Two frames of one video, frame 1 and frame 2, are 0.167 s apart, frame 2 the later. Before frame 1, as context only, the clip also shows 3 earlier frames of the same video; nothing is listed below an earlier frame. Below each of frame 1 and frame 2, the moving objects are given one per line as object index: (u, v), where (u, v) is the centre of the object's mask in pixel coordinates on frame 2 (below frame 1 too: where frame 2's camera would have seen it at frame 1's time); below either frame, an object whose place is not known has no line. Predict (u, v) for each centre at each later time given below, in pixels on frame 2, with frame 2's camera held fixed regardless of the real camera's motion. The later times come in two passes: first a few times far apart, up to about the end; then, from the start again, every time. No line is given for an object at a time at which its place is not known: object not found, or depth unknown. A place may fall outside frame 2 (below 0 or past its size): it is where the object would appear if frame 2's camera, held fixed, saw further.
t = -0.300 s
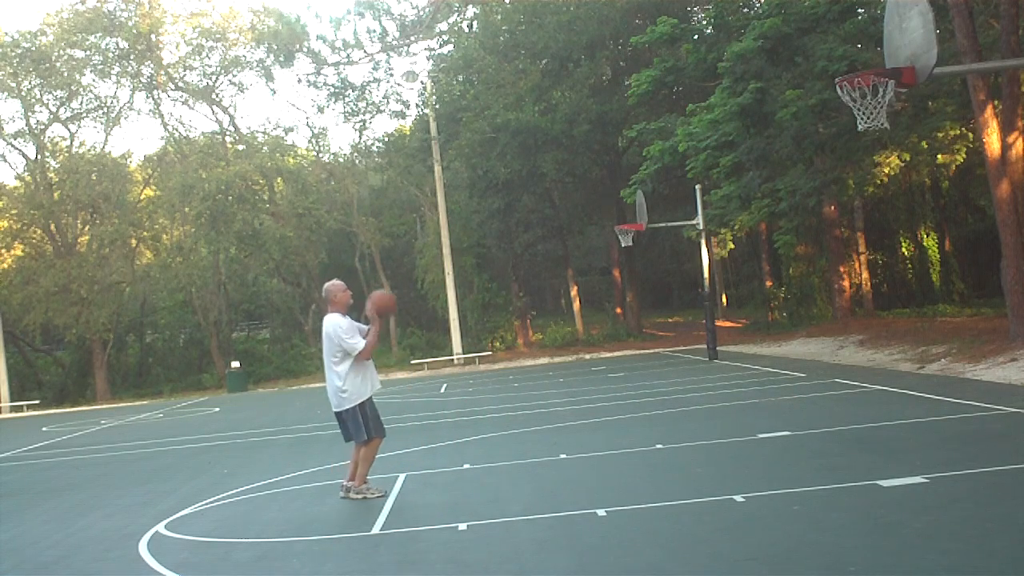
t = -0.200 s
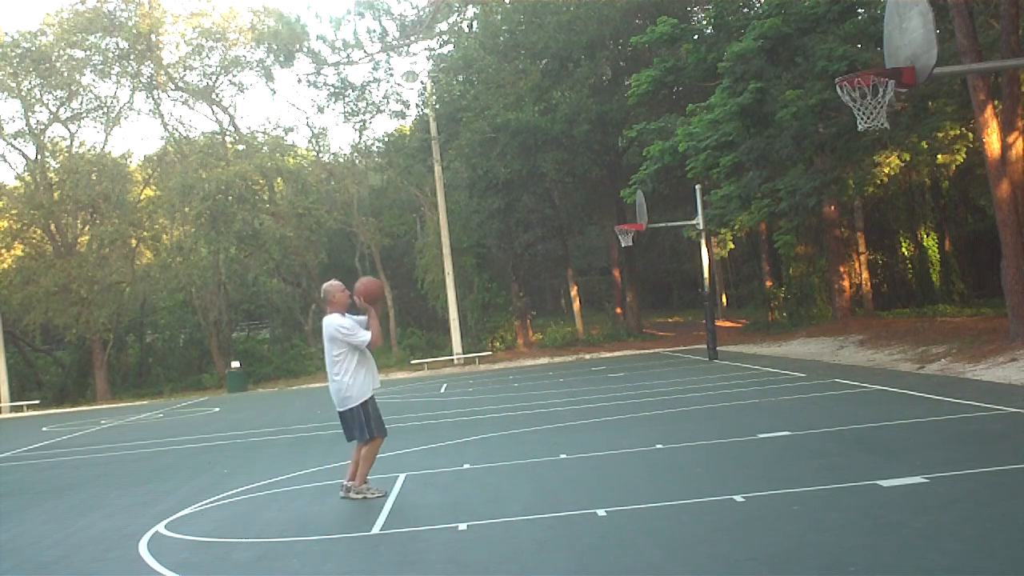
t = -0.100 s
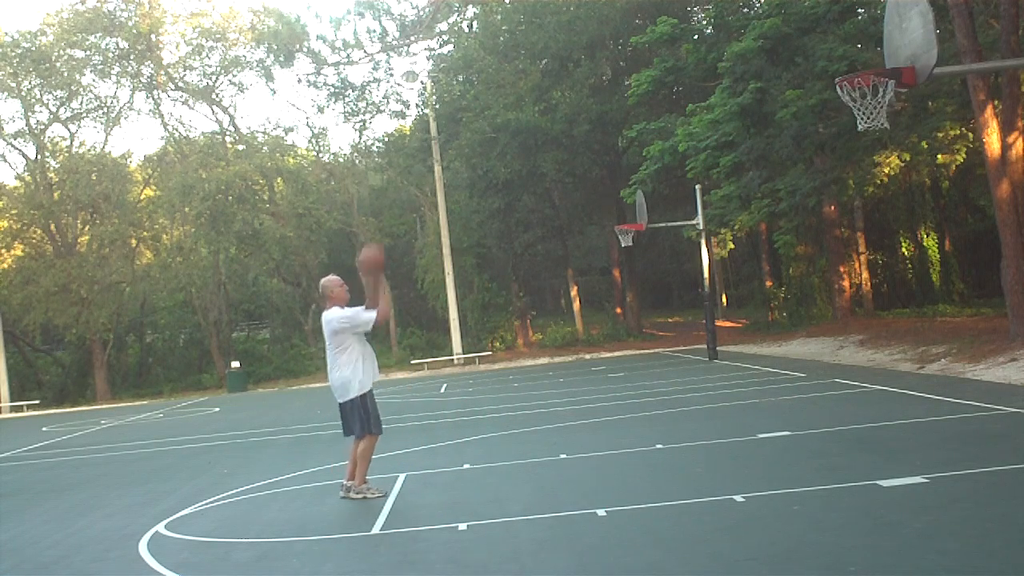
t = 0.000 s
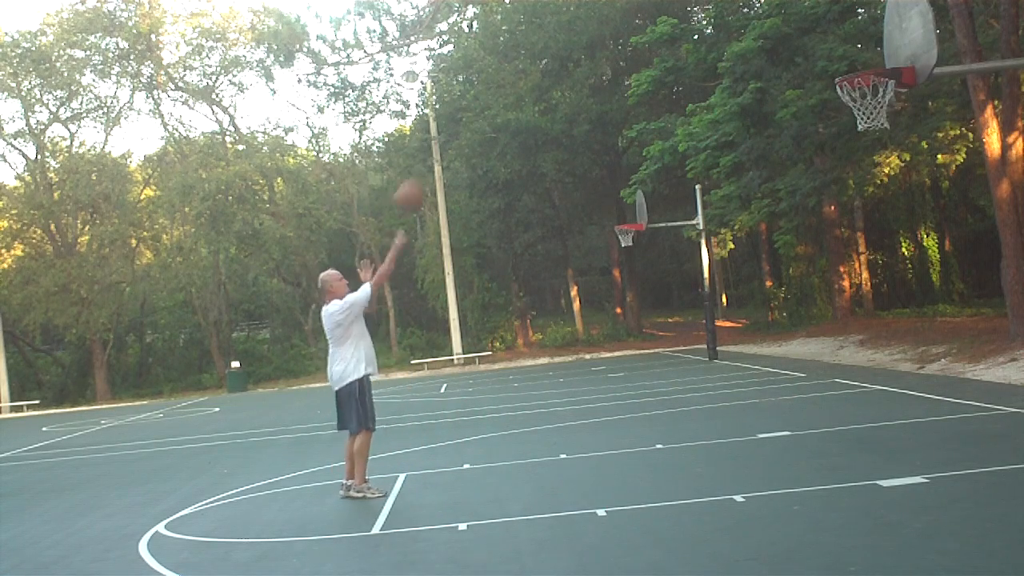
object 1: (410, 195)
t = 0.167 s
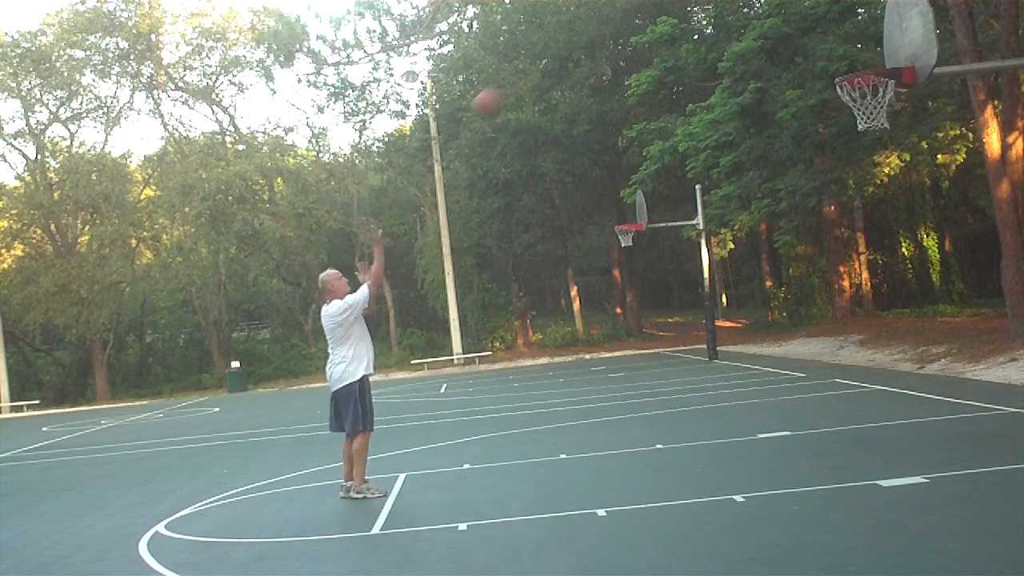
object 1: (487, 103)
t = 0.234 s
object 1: (521, 75)
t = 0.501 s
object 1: (649, 12)
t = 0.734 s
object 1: (772, 24)
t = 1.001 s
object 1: (891, 89)
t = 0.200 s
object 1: (503, 88)
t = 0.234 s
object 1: (521, 75)
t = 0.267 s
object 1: (536, 63)
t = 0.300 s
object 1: (551, 51)
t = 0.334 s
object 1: (567, 41)
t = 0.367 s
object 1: (584, 33)
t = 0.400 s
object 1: (600, 26)
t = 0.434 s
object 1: (616, 20)
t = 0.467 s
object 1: (633, 15)
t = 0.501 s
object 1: (649, 12)
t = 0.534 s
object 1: (667, 10)
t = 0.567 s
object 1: (683, 10)
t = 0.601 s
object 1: (700, 11)
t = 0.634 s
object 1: (719, 11)
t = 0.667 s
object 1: (735, 13)
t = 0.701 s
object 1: (752, 17)
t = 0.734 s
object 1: (772, 24)
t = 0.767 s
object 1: (789, 29)
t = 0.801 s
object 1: (806, 37)
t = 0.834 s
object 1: (825, 46)
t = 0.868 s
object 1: (843, 56)
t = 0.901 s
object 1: (859, 65)
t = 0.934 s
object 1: (877, 86)
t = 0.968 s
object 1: (892, 91)
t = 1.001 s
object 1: (891, 89)
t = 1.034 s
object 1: (886, 88)
